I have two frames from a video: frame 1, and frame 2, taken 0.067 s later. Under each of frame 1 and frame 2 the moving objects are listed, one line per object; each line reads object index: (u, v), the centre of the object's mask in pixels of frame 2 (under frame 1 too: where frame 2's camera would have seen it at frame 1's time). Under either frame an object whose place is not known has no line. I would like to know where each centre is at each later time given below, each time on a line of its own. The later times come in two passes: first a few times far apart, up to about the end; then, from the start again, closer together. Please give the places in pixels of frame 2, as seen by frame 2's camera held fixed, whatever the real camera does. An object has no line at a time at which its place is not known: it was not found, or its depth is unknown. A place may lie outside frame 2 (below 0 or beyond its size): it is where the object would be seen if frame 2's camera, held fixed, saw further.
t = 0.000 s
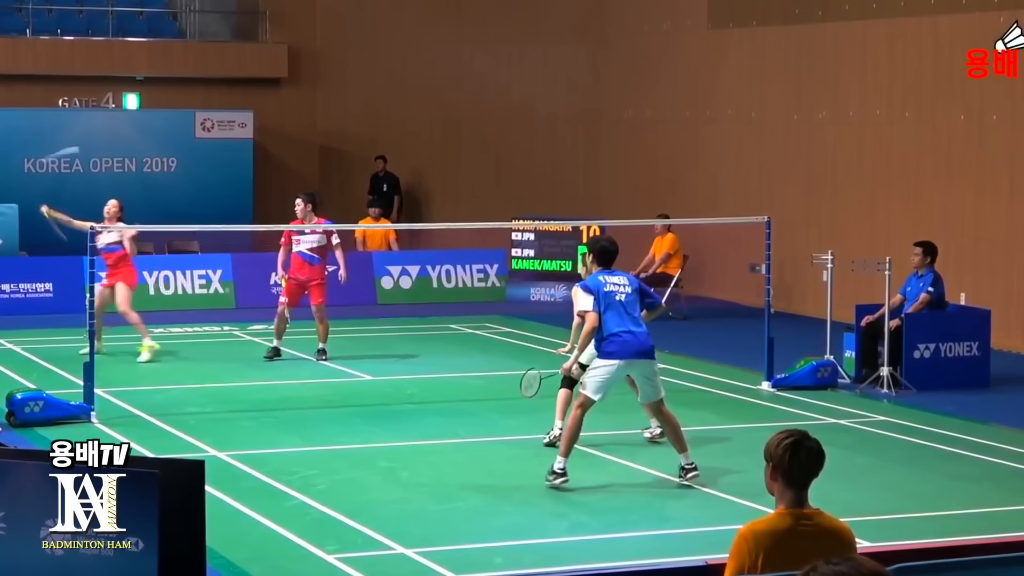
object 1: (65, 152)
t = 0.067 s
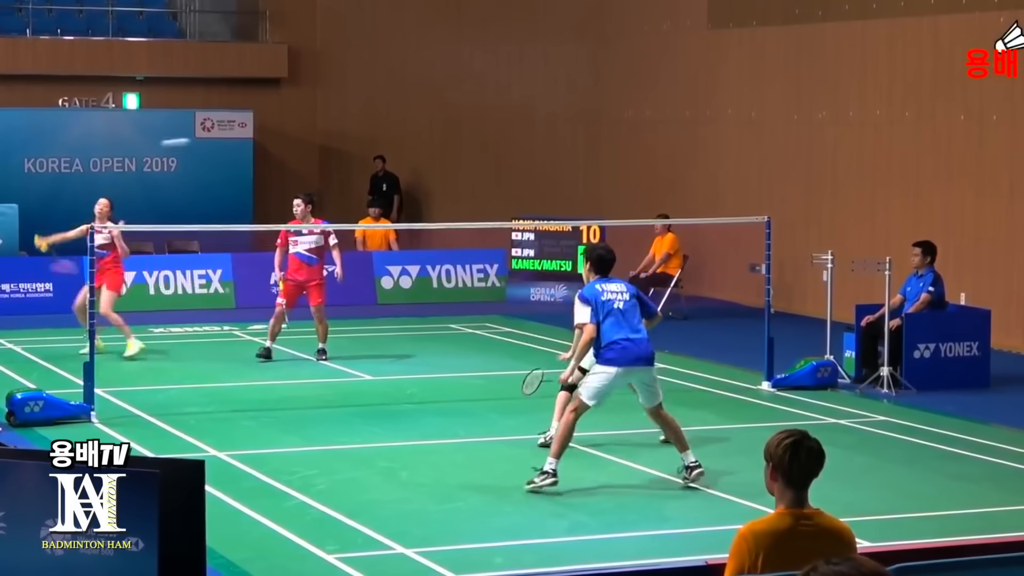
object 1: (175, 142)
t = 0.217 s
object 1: (350, 139)
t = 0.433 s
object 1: (525, 179)
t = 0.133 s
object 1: (262, 138)
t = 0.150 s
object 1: (282, 138)
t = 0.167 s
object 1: (300, 137)
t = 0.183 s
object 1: (318, 138)
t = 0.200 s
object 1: (334, 139)
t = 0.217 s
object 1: (350, 139)
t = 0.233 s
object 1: (366, 140)
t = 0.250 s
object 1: (381, 142)
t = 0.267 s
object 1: (396, 144)
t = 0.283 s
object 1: (410, 146)
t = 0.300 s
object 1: (424, 148)
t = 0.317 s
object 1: (438, 151)
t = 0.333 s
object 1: (451, 155)
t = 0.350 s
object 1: (464, 158)
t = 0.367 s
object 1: (477, 161)
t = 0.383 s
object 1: (489, 165)
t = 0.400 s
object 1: (502, 169)
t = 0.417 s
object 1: (514, 174)
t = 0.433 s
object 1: (525, 179)
